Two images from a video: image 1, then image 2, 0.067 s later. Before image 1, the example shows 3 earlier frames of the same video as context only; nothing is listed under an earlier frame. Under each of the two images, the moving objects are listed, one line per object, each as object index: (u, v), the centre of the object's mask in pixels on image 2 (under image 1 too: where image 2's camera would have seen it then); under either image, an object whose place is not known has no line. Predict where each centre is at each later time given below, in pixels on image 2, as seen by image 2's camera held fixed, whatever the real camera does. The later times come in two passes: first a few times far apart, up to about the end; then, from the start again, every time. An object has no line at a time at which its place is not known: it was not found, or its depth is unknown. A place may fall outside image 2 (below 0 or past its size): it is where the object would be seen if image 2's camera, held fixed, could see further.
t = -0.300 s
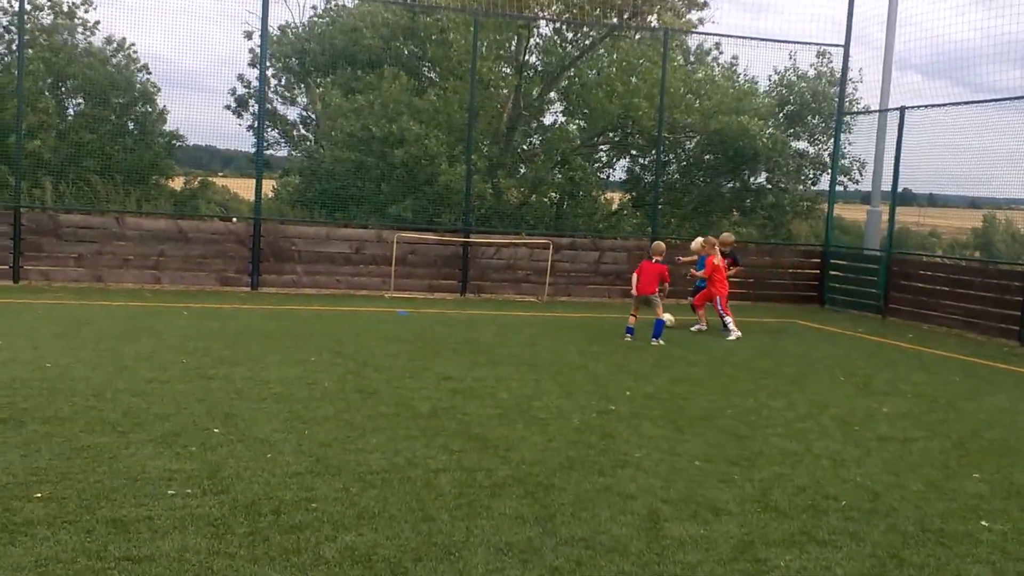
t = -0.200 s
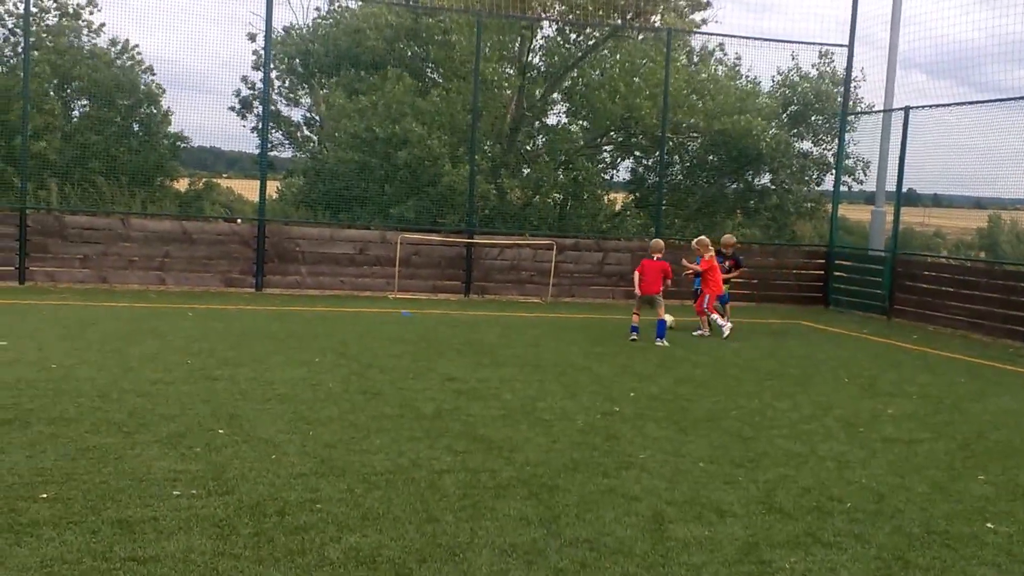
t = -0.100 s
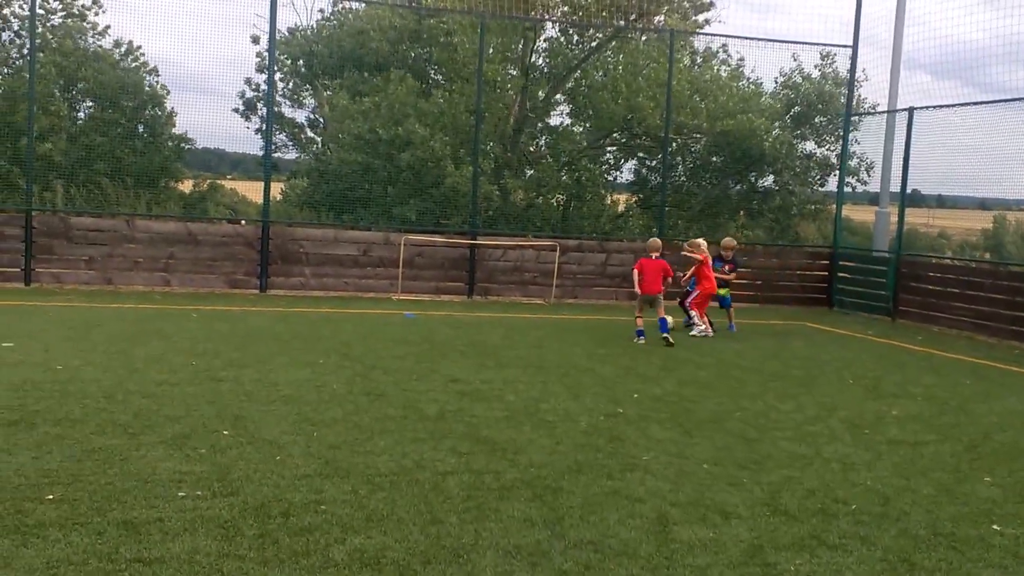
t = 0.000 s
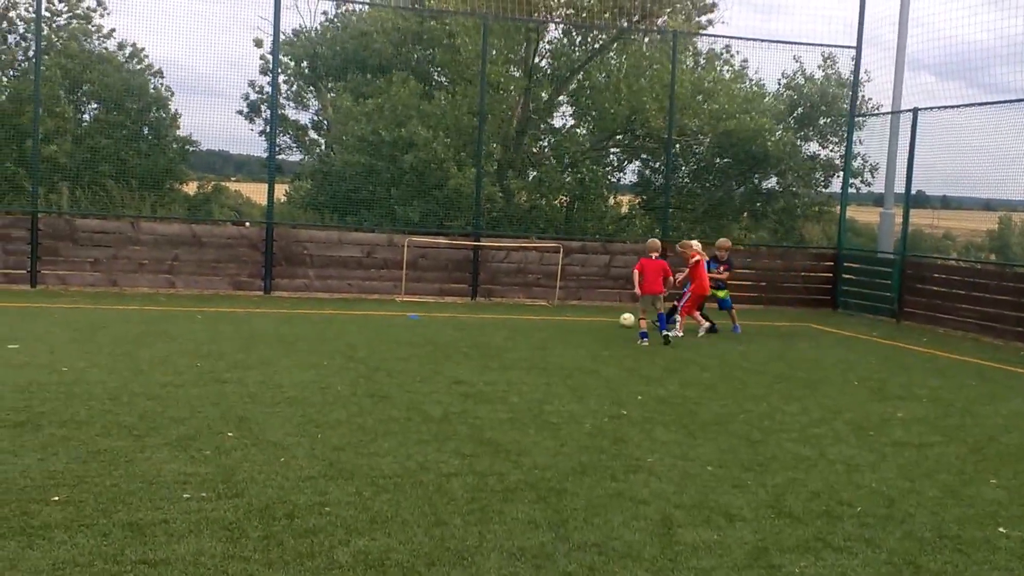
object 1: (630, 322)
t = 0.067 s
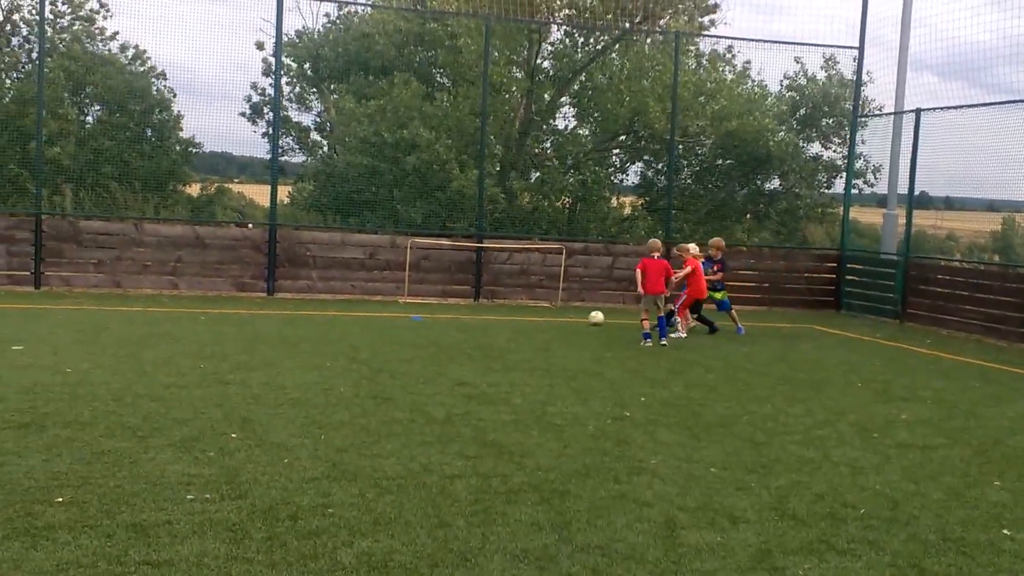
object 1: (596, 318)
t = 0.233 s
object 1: (524, 312)
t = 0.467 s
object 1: (451, 305)
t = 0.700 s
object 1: (401, 300)
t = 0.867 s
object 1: (372, 297)
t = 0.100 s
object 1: (580, 317)
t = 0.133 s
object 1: (565, 316)
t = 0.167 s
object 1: (550, 314)
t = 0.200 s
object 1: (537, 312)
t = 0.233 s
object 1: (524, 312)
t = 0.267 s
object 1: (512, 310)
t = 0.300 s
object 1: (500, 309)
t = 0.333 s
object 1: (489, 308)
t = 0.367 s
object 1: (479, 307)
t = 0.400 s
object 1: (469, 307)
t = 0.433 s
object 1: (460, 305)
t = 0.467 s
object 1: (451, 305)
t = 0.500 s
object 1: (442, 304)
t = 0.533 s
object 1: (435, 303)
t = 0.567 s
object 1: (428, 302)
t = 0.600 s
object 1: (421, 302)
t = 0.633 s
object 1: (414, 302)
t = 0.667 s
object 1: (408, 301)
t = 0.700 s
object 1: (401, 300)
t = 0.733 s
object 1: (395, 299)
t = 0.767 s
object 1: (389, 299)
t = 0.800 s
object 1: (383, 299)
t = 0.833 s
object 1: (378, 298)
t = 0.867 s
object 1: (372, 297)
